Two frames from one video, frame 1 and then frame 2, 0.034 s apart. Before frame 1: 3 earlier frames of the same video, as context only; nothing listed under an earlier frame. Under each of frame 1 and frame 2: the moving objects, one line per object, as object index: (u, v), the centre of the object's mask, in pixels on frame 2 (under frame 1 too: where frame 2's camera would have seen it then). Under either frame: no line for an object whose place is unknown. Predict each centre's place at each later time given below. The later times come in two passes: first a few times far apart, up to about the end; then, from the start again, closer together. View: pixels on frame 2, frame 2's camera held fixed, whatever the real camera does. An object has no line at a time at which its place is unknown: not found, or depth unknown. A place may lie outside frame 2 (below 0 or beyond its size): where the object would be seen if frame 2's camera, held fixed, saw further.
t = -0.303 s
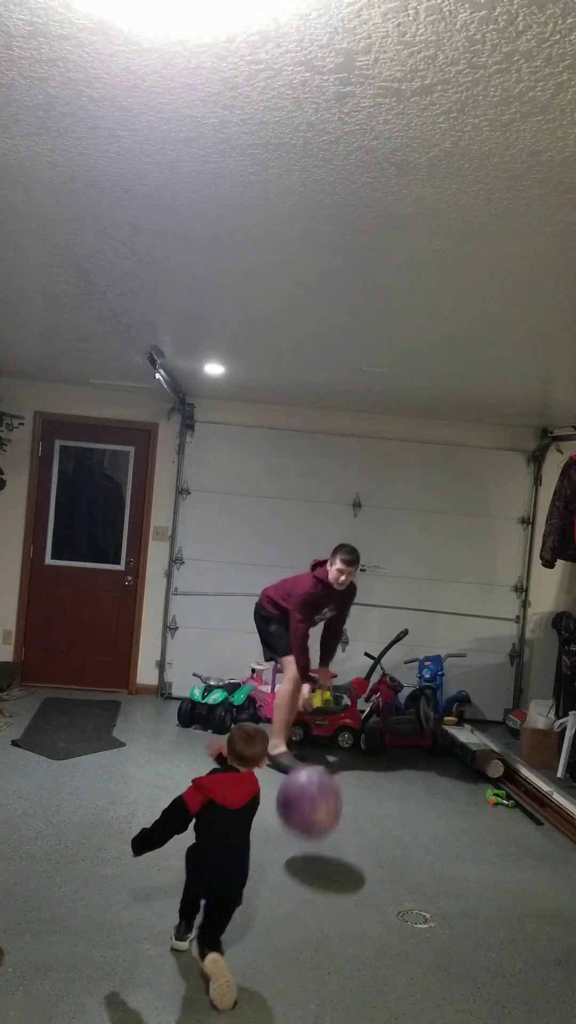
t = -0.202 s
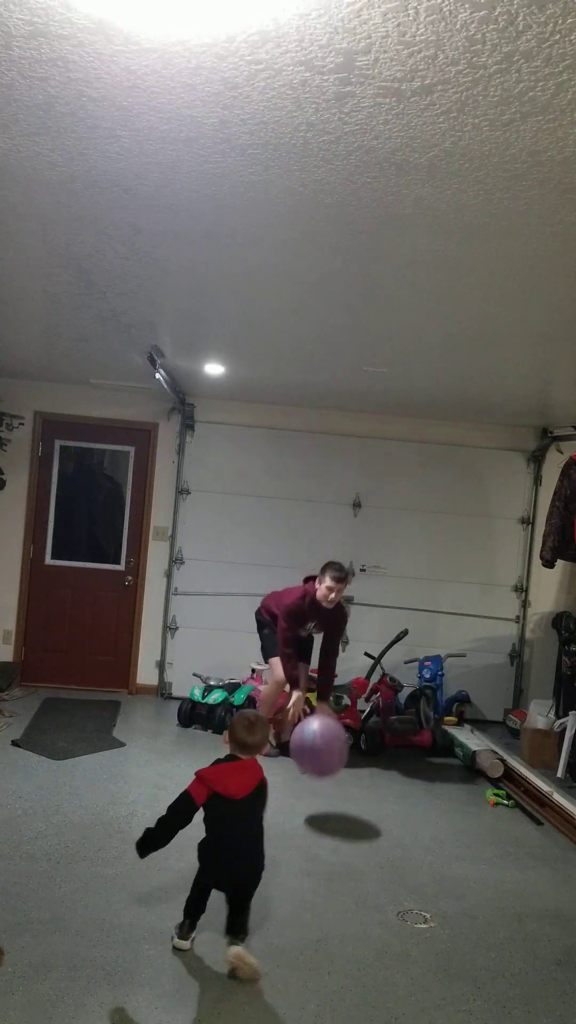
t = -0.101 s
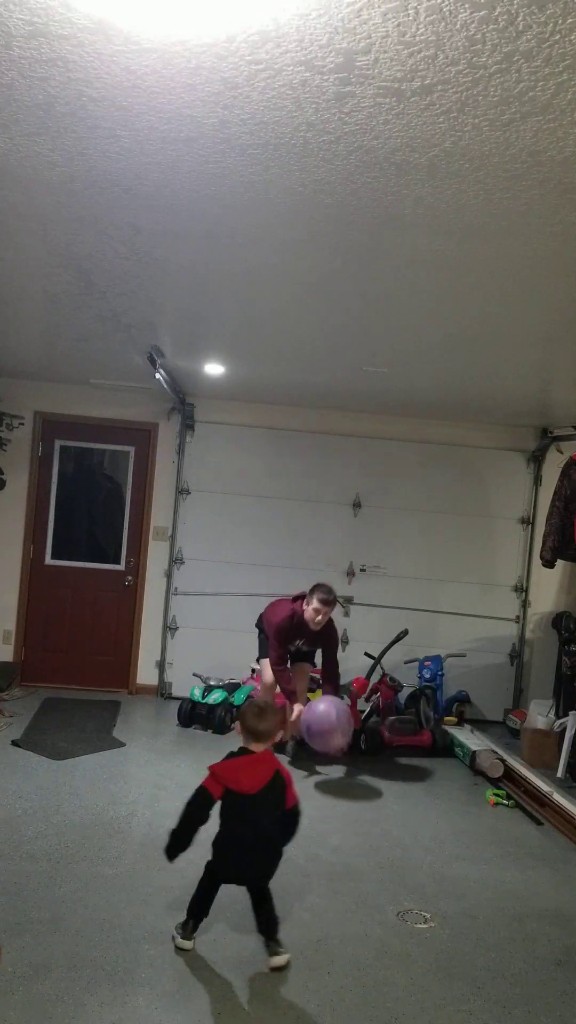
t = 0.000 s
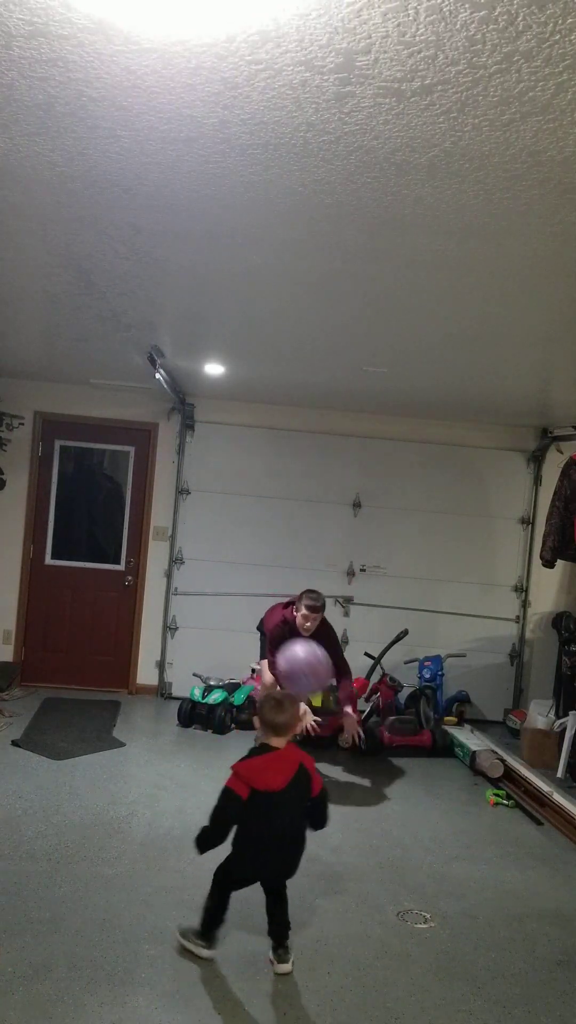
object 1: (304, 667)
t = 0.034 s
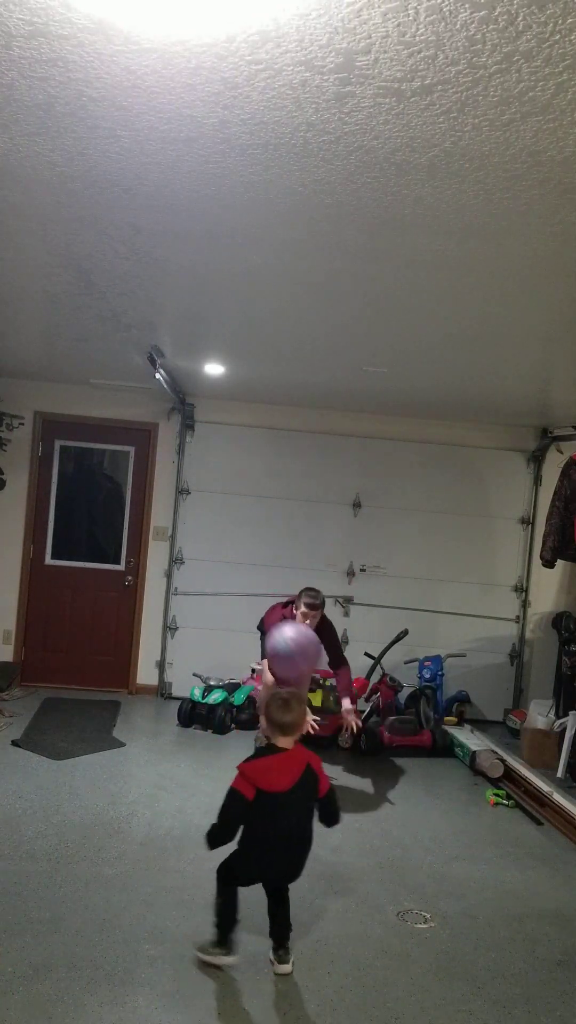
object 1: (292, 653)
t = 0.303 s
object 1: (191, 562)
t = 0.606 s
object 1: (40, 605)
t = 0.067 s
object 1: (282, 634)
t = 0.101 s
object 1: (271, 621)
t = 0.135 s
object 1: (259, 608)
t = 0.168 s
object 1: (246, 595)
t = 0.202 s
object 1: (233, 584)
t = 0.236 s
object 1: (219, 574)
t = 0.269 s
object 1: (205, 567)
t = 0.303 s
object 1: (191, 562)
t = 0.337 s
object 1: (177, 559)
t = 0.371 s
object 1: (161, 558)
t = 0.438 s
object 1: (129, 561)
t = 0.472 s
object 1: (113, 565)
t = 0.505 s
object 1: (95, 571)
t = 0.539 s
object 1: (76, 580)
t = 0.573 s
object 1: (59, 592)
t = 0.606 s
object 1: (40, 605)
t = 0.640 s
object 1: (27, 622)
